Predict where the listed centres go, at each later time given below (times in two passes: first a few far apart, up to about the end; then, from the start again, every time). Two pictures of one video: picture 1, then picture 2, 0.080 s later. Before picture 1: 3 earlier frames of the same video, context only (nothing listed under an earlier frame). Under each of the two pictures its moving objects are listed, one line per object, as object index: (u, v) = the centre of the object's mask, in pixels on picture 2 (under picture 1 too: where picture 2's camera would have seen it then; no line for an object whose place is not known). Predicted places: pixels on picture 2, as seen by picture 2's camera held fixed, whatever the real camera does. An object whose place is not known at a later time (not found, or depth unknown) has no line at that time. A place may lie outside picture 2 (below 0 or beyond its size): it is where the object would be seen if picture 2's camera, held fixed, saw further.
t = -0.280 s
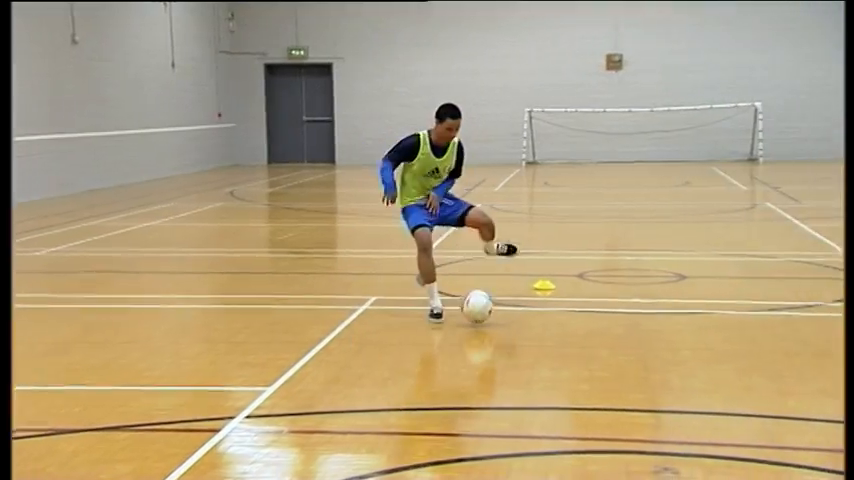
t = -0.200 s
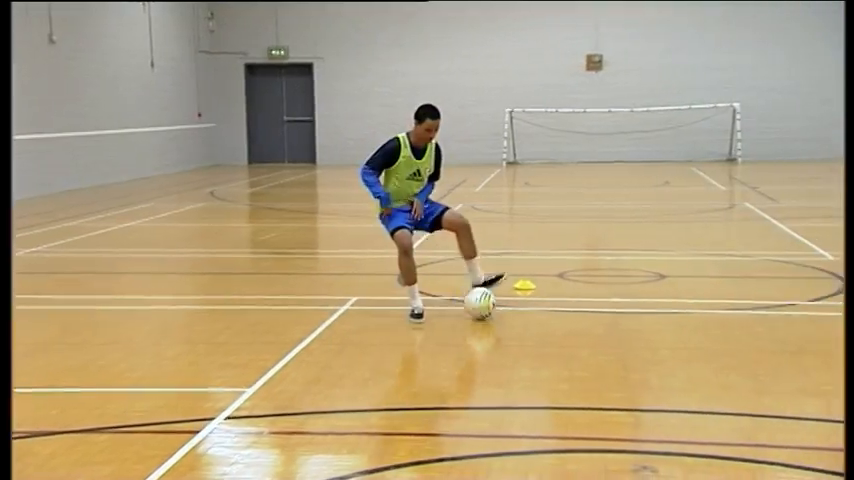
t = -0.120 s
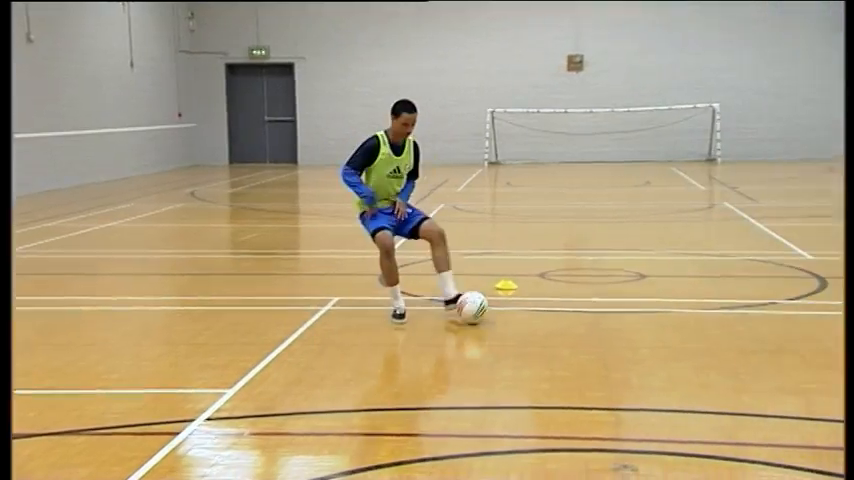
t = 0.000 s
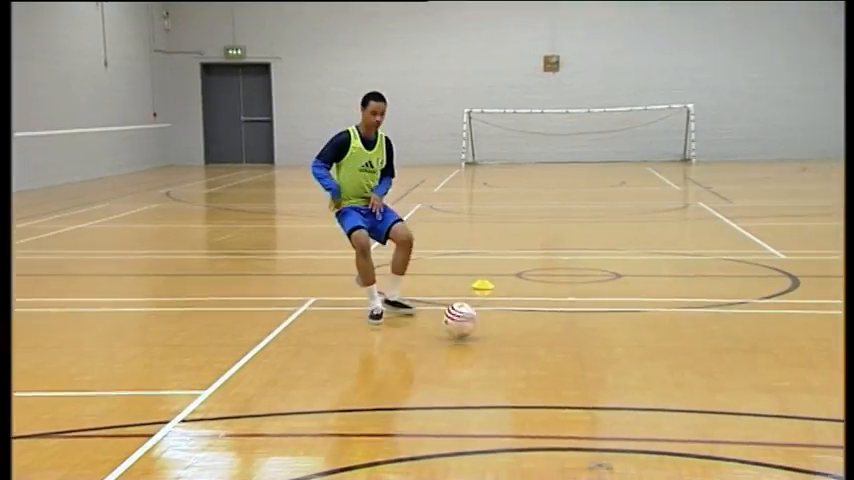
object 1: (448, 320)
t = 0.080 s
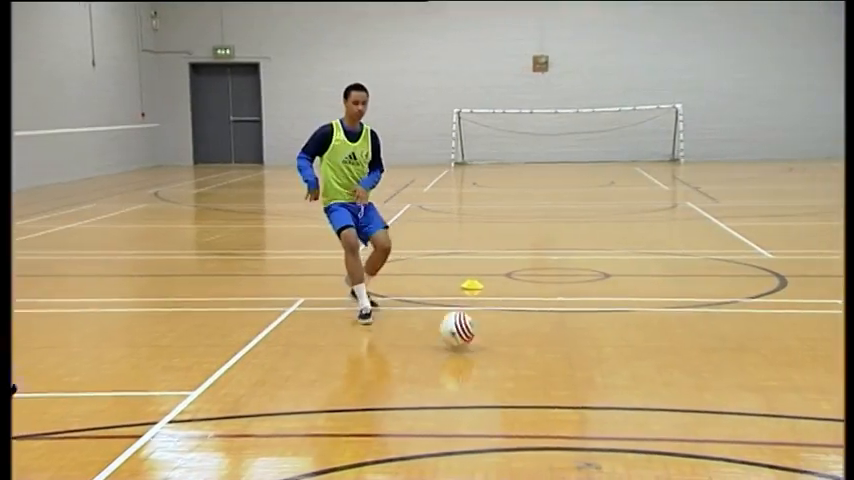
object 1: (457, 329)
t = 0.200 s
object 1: (471, 346)
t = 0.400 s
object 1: (500, 371)
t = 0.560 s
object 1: (528, 392)
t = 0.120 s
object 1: (462, 333)
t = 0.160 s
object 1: (465, 342)
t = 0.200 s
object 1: (471, 346)
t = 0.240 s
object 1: (476, 350)
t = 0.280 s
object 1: (481, 357)
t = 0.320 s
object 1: (488, 362)
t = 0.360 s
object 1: (493, 367)
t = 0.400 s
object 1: (500, 371)
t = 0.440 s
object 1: (507, 376)
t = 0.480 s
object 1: (514, 380)
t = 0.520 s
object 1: (521, 385)
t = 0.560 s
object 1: (528, 392)
